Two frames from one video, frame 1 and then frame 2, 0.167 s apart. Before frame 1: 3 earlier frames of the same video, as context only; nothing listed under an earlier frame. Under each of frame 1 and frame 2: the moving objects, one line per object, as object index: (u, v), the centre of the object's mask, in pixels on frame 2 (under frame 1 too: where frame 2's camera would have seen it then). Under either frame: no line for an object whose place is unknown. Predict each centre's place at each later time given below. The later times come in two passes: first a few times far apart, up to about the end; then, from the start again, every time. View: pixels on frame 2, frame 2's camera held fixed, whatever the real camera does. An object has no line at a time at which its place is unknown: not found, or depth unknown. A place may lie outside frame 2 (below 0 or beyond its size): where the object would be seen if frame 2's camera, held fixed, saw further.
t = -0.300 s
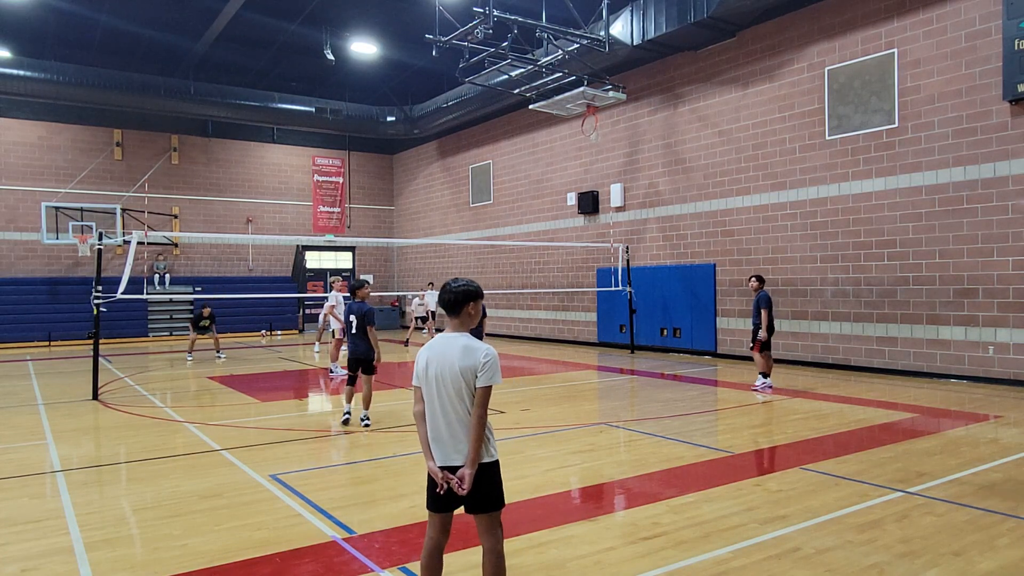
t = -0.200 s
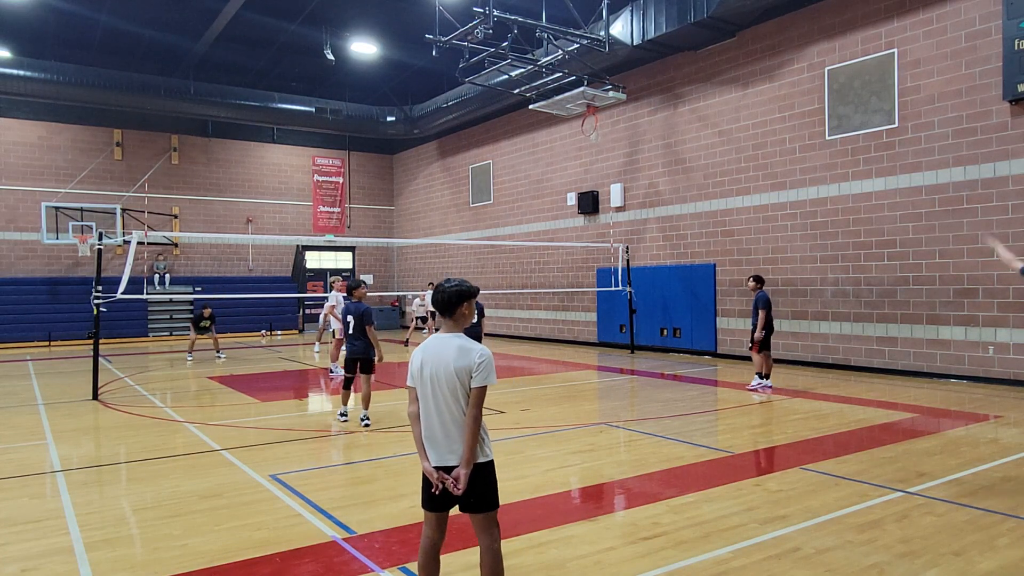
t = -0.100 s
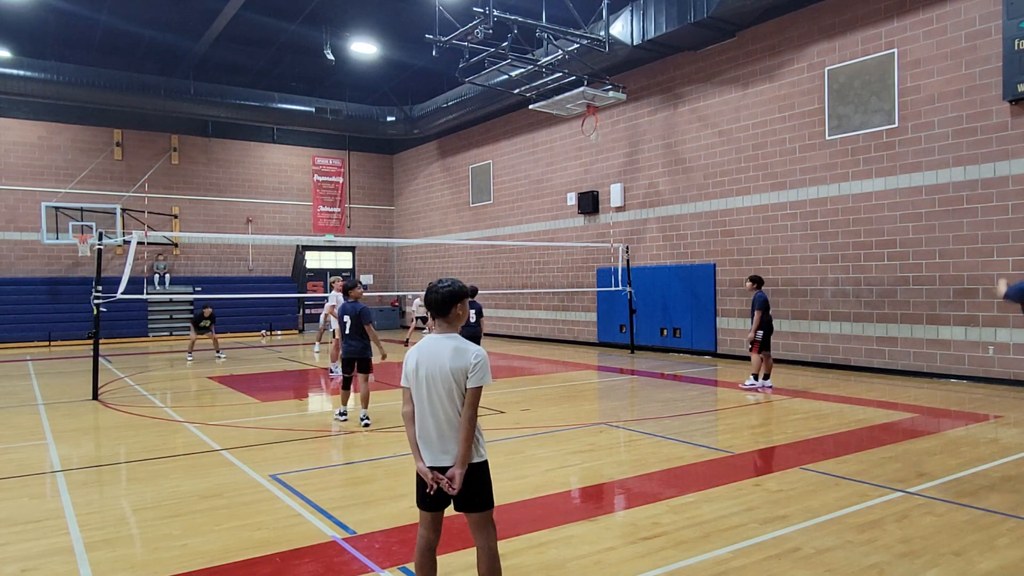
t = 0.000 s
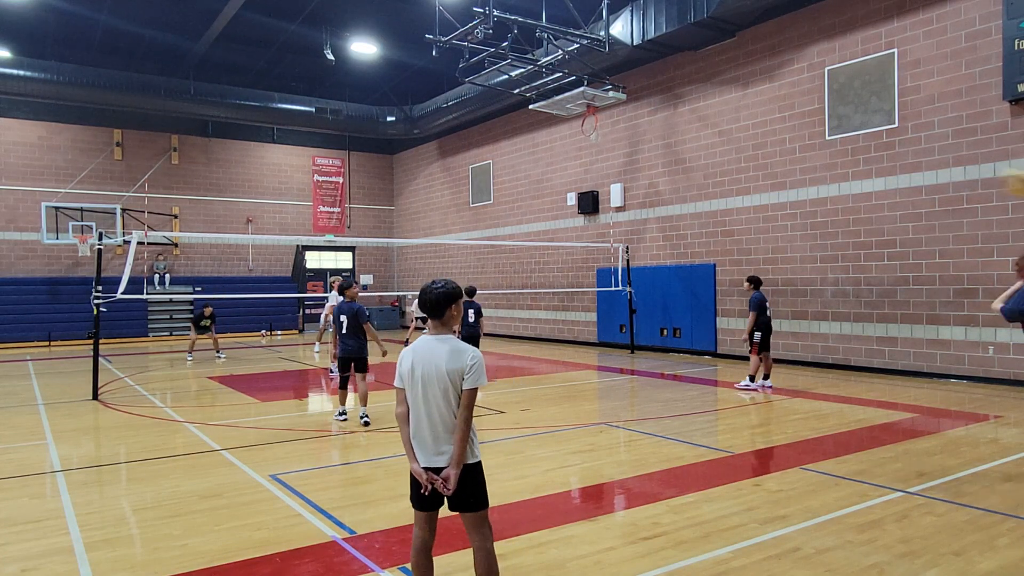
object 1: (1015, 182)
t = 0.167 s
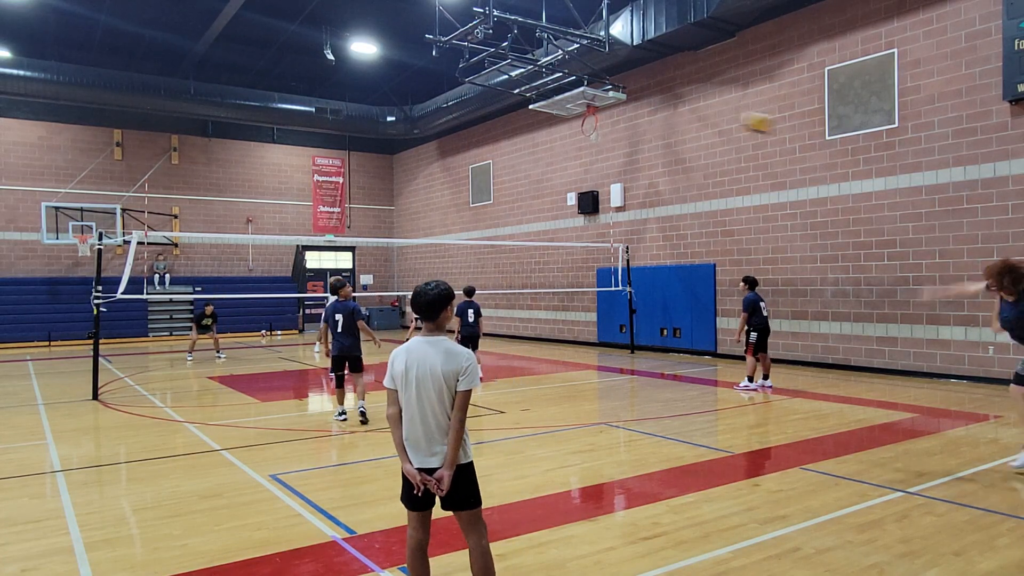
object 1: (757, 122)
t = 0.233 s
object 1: (681, 111)
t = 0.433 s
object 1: (514, 110)
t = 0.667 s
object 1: (391, 140)
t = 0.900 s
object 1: (307, 190)
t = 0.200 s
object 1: (717, 116)
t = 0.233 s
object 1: (681, 111)
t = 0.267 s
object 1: (647, 109)
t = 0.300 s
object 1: (615, 108)
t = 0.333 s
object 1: (588, 107)
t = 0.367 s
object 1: (561, 108)
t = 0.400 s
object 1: (536, 108)
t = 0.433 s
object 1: (514, 110)
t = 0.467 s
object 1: (492, 113)
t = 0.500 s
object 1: (473, 116)
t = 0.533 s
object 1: (454, 119)
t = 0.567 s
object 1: (438, 124)
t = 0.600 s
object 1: (420, 129)
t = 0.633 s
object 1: (406, 134)
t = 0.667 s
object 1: (391, 140)
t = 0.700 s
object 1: (377, 146)
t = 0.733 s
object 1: (364, 153)
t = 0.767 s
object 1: (352, 160)
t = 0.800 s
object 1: (341, 167)
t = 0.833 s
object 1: (330, 175)
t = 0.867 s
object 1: (318, 181)
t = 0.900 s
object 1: (307, 190)
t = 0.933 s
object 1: (297, 197)
